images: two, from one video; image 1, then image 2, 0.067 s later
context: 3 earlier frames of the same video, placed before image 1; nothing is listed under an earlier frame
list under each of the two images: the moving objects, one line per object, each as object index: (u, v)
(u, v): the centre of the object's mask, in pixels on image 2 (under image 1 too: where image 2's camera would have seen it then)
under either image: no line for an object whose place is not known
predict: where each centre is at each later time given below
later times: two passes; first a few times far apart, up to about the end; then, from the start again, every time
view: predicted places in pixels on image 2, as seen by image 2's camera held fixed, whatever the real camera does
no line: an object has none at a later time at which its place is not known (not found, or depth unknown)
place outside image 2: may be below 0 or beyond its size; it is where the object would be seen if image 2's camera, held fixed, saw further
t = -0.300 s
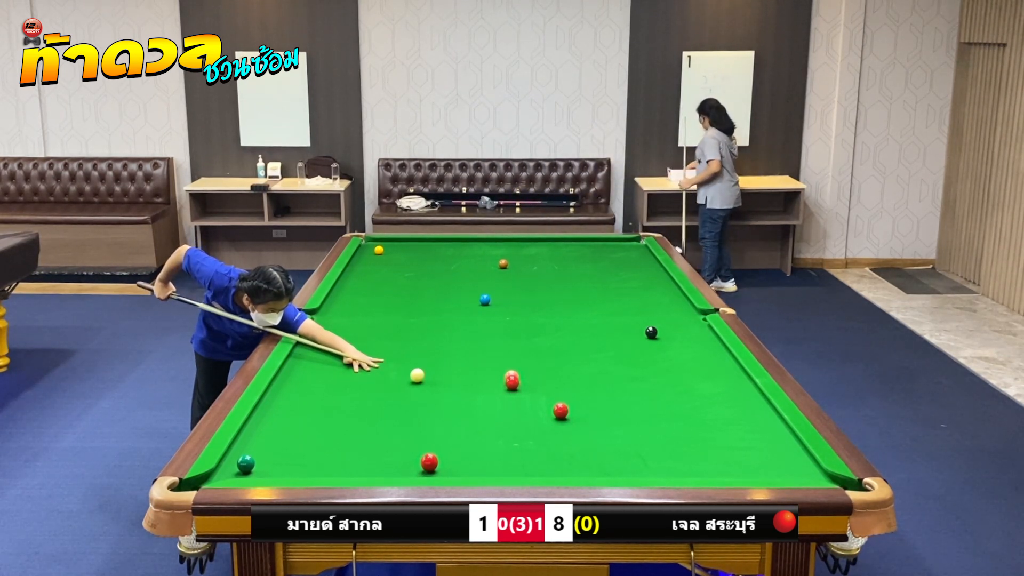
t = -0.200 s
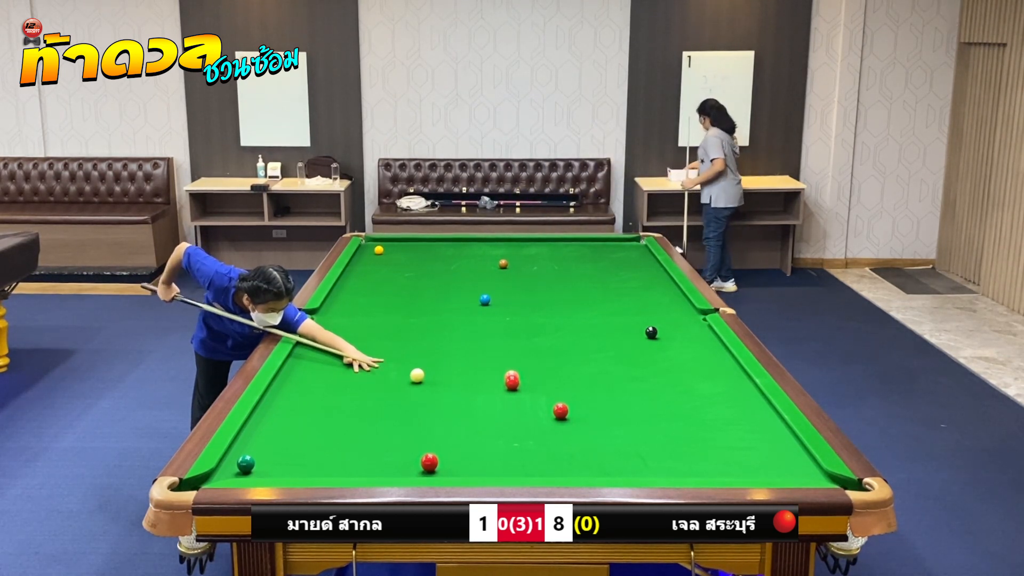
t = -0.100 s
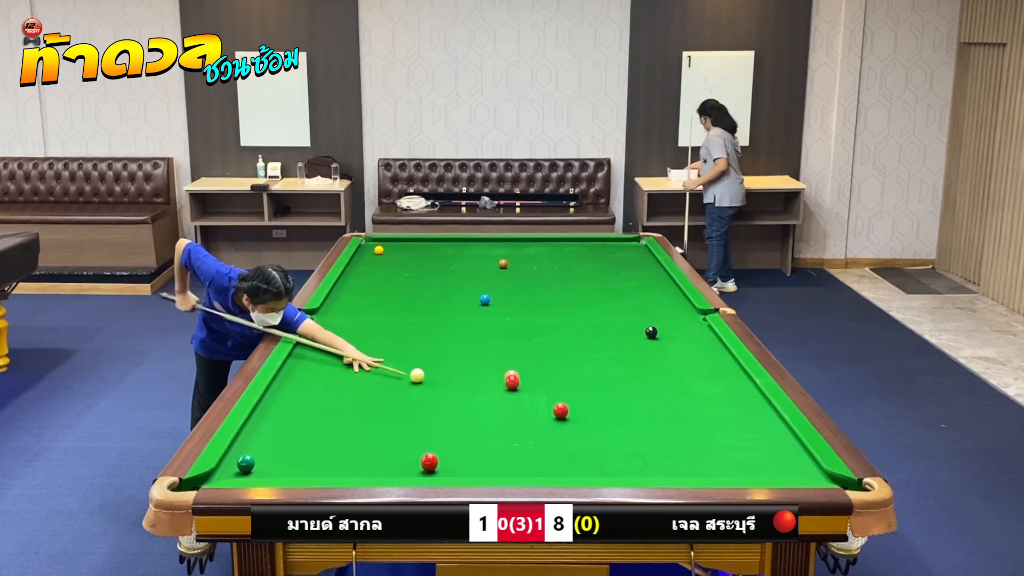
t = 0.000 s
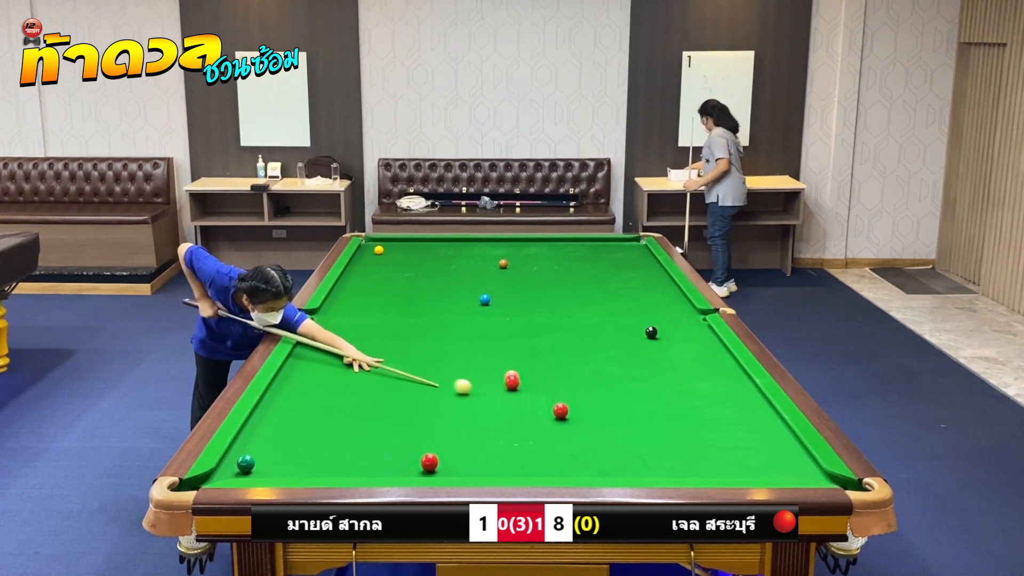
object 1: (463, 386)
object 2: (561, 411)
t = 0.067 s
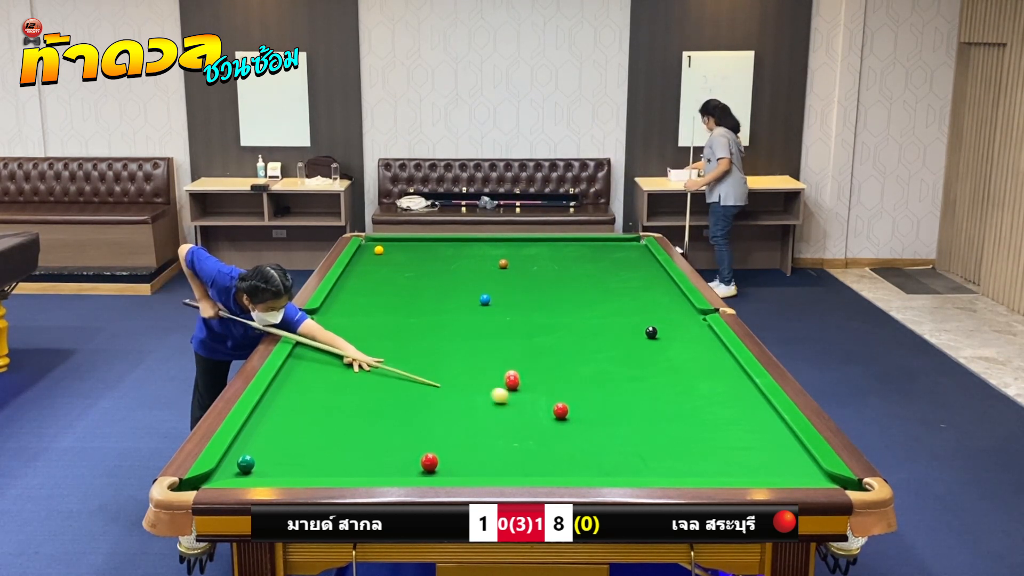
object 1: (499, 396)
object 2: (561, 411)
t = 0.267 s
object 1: (546, 408)
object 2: (623, 426)
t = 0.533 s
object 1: (539, 407)
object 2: (761, 460)
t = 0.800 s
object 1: (535, 406)
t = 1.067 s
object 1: (532, 406)
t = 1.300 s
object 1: (530, 406)
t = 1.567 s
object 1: (530, 406)
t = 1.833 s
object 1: (530, 406)
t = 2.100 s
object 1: (530, 406)
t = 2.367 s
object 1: (530, 406)
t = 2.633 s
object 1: (530, 406)
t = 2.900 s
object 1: (530, 406)
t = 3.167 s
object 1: (530, 406)
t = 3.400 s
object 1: (530, 406)
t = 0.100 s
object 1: (518, 400)
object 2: (561, 411)
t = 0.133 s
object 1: (537, 405)
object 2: (561, 411)
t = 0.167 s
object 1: (547, 408)
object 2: (568, 412)
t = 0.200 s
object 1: (547, 408)
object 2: (586, 417)
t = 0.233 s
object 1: (546, 408)
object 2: (605, 422)
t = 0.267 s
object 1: (546, 408)
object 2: (623, 426)
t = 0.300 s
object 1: (545, 408)
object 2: (641, 431)
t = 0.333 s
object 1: (544, 407)
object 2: (658, 435)
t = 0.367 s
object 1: (543, 407)
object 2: (676, 439)
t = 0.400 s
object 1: (542, 407)
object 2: (693, 443)
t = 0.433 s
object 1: (541, 407)
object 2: (710, 448)
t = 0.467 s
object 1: (541, 407)
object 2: (727, 452)
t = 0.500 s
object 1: (540, 407)
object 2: (744, 456)
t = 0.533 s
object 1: (539, 407)
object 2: (761, 460)
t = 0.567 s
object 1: (539, 407)
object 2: (779, 464)
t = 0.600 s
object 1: (538, 407)
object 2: (797, 469)
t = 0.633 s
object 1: (537, 406)
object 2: (816, 472)
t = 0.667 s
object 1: (537, 406)
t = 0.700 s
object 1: (536, 406)
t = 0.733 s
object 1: (536, 406)
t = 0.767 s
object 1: (535, 406)
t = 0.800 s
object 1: (535, 406)
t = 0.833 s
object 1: (534, 406)
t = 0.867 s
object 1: (534, 406)
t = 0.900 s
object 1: (534, 406)
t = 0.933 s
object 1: (533, 406)
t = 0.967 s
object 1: (533, 406)
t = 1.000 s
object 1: (532, 406)
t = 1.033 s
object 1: (532, 406)
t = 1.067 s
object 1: (532, 406)
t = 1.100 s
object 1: (532, 406)
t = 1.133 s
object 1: (531, 406)
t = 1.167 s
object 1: (531, 406)
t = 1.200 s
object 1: (531, 406)
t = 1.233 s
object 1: (531, 406)
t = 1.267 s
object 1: (531, 406)
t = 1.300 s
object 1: (530, 406)
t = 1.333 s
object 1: (530, 406)
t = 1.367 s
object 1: (530, 406)
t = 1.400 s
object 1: (530, 406)
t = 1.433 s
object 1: (530, 406)
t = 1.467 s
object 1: (530, 406)
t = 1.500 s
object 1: (530, 406)
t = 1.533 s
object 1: (530, 406)
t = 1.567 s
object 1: (530, 406)
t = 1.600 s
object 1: (530, 406)
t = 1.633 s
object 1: (530, 406)
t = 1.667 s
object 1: (530, 406)
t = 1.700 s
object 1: (530, 406)
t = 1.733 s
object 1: (530, 406)
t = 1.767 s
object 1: (530, 406)
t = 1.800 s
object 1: (530, 406)
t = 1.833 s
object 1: (530, 406)
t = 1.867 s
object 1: (530, 406)
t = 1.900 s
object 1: (530, 406)
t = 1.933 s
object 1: (530, 406)
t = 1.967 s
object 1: (530, 406)
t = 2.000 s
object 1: (530, 406)
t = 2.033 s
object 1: (530, 406)
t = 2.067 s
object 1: (530, 406)
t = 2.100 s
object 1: (530, 406)
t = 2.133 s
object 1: (530, 406)
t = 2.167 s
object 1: (530, 406)
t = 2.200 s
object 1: (530, 406)
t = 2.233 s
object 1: (530, 406)
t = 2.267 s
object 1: (530, 406)
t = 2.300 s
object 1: (530, 406)
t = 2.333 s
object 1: (530, 406)
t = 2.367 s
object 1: (530, 406)
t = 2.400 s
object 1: (530, 406)
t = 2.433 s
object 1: (530, 406)
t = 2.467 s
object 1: (530, 406)
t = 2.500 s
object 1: (530, 406)
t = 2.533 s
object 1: (530, 406)
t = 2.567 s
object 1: (530, 406)
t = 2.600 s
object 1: (530, 406)
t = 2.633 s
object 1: (530, 406)
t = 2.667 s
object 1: (530, 406)
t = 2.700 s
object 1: (530, 406)
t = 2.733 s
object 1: (530, 406)
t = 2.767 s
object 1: (530, 406)
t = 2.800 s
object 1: (530, 406)
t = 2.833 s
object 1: (530, 406)
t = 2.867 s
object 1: (530, 406)
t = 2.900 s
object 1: (530, 406)
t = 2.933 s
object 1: (530, 406)
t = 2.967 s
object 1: (530, 406)
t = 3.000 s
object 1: (530, 406)
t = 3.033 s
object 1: (530, 406)
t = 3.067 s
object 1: (530, 406)
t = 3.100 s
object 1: (530, 406)
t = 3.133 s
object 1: (530, 406)
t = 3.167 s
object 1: (530, 406)
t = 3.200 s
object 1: (530, 406)
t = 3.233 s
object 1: (530, 406)
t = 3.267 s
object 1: (530, 406)
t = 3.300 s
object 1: (530, 406)
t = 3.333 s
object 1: (530, 406)
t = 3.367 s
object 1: (530, 406)
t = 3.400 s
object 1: (530, 406)
